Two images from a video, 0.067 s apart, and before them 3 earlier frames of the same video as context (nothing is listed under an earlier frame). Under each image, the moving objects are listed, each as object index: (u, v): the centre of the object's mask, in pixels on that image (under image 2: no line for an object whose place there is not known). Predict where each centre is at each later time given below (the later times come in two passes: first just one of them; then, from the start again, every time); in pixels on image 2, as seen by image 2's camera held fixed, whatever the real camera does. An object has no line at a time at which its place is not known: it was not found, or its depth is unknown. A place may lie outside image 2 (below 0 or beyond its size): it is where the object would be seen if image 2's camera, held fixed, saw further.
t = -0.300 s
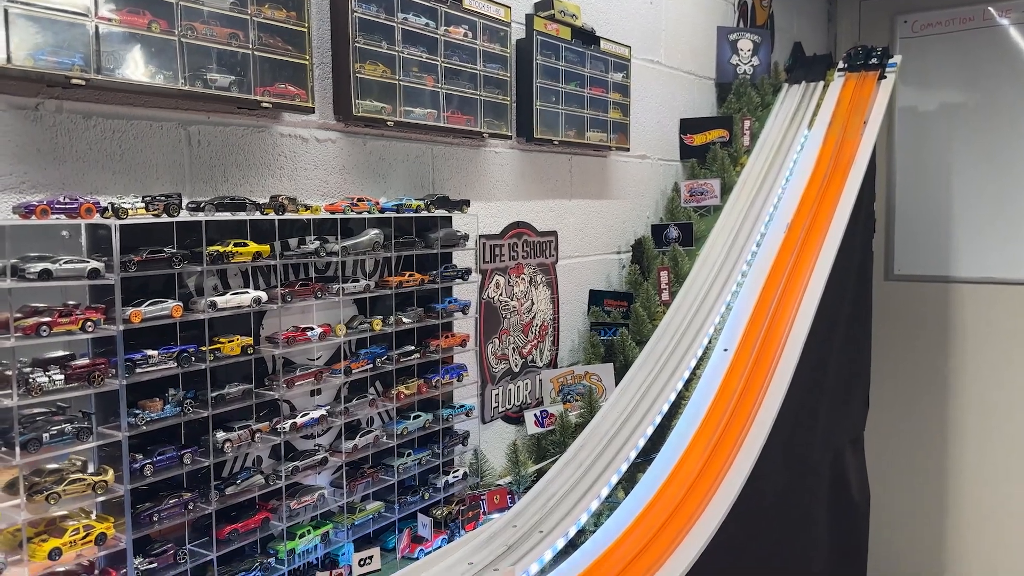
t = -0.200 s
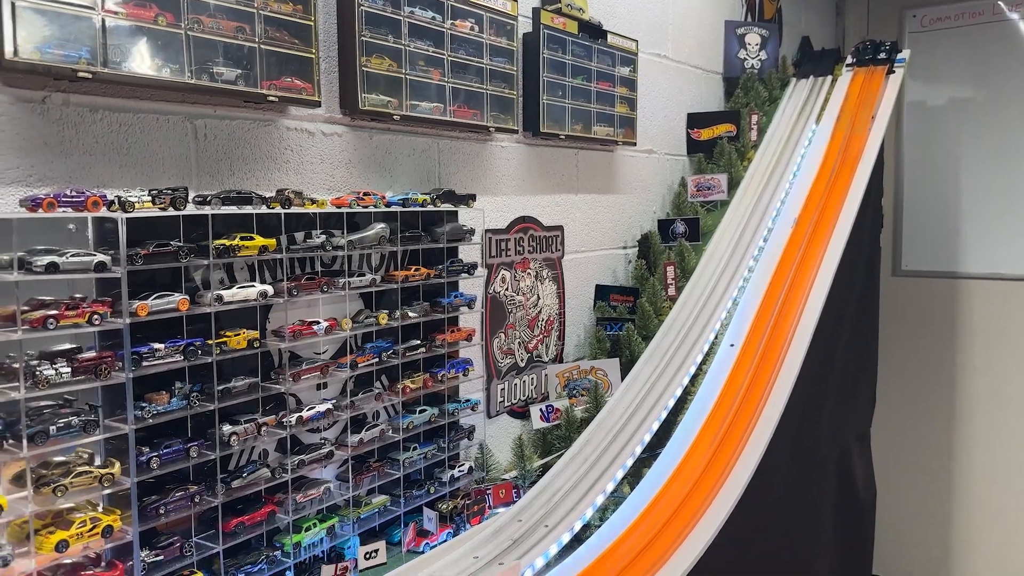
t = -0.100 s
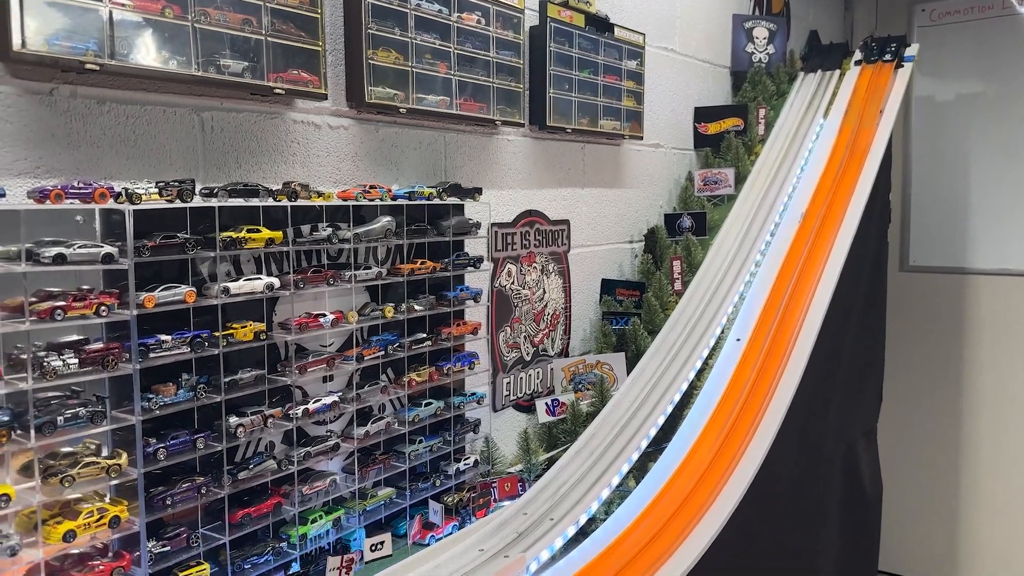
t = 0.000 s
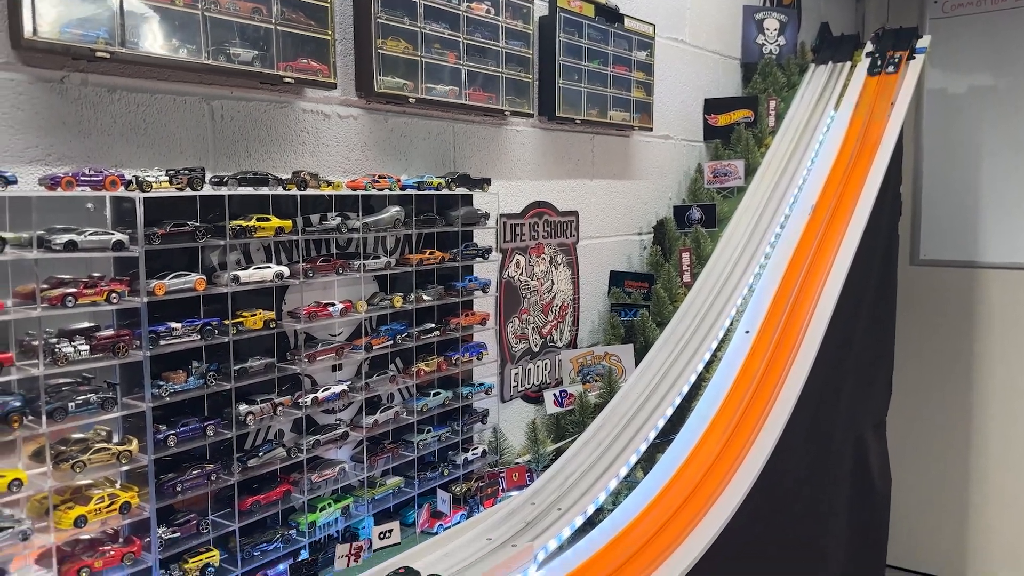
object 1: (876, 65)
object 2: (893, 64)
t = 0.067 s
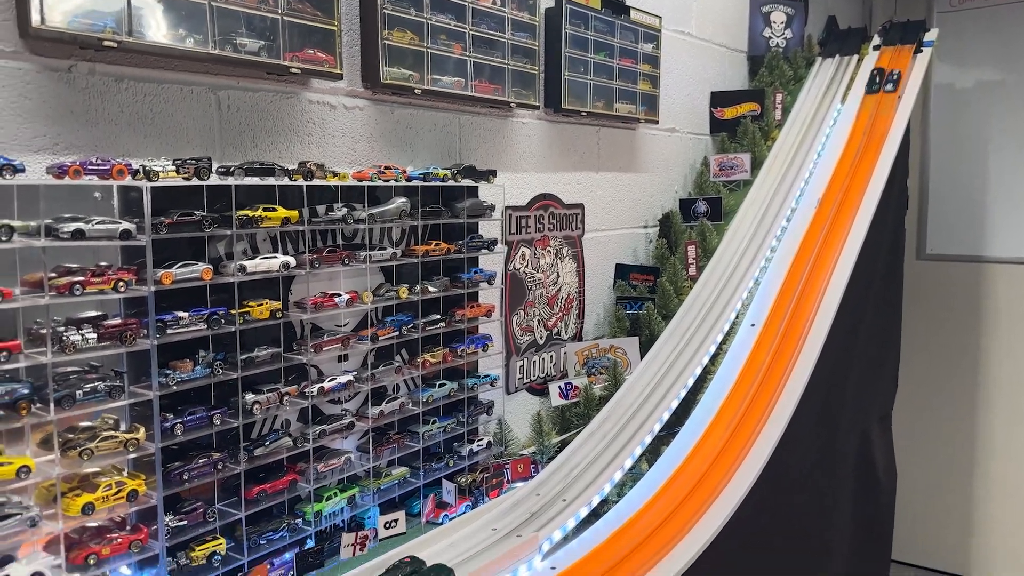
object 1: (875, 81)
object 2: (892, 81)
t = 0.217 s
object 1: (843, 168)
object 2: (861, 169)
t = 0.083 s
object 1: (873, 88)
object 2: (889, 89)
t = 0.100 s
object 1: (870, 96)
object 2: (886, 97)
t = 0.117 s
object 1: (866, 105)
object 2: (883, 106)
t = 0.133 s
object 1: (863, 114)
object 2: (880, 116)
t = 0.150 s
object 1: (860, 124)
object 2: (877, 126)
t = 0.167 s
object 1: (857, 135)
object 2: (873, 136)
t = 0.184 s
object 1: (852, 145)
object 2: (870, 147)
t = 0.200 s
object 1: (848, 157)
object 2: (866, 157)
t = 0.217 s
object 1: (843, 168)
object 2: (861, 169)
